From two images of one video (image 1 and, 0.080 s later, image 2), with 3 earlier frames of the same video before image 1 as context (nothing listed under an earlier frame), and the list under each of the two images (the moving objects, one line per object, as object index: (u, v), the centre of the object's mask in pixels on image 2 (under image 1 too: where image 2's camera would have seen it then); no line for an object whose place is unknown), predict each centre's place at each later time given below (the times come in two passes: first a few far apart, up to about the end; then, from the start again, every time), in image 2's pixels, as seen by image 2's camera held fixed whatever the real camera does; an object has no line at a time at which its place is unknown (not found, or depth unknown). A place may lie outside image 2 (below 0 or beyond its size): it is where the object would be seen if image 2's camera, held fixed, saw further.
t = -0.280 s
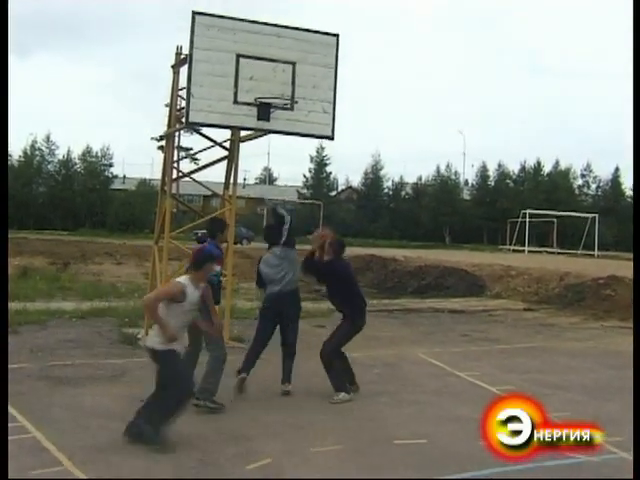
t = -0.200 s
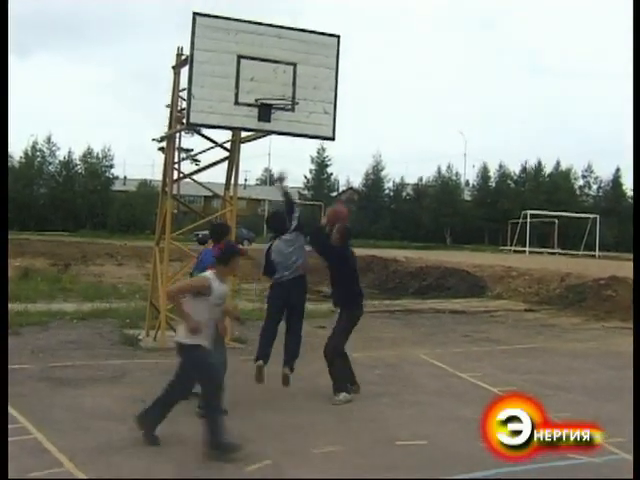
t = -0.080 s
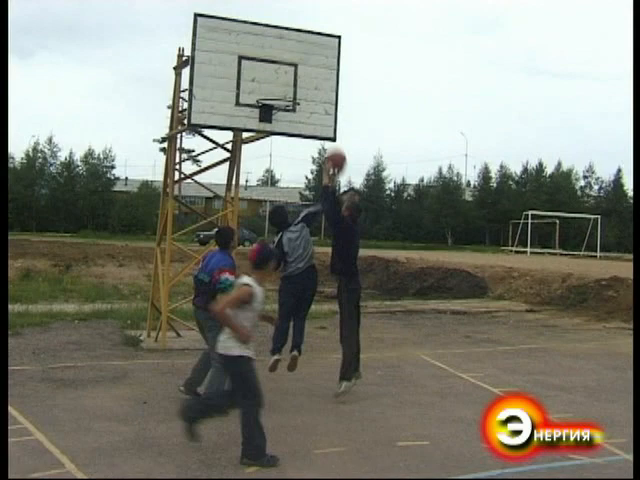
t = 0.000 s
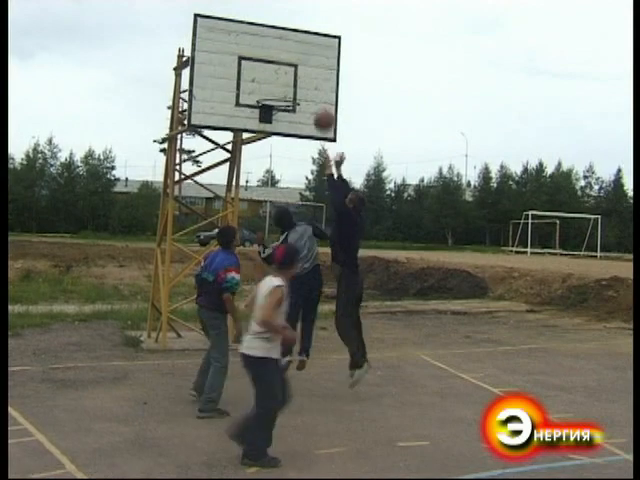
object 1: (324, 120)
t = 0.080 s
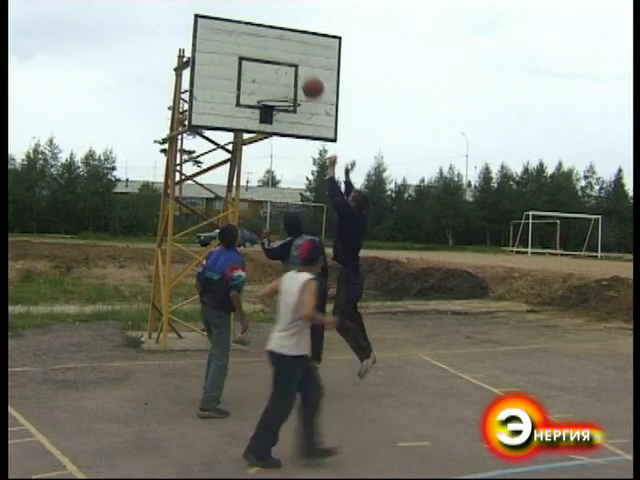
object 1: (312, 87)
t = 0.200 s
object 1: (295, 51)
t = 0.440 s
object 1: (278, 28)
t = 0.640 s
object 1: (266, 52)
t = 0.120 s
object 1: (307, 74)
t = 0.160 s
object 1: (301, 61)
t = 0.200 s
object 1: (295, 51)
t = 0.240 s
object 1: (289, 42)
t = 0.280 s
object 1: (285, 36)
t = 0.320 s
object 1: (283, 32)
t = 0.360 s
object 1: (281, 29)
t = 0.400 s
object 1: (280, 28)
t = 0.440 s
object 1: (278, 28)
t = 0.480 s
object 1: (276, 30)
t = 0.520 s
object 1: (273, 33)
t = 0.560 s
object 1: (271, 39)
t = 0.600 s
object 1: (269, 44)
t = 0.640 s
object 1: (266, 52)
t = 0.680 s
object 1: (264, 62)
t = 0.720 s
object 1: (261, 73)
